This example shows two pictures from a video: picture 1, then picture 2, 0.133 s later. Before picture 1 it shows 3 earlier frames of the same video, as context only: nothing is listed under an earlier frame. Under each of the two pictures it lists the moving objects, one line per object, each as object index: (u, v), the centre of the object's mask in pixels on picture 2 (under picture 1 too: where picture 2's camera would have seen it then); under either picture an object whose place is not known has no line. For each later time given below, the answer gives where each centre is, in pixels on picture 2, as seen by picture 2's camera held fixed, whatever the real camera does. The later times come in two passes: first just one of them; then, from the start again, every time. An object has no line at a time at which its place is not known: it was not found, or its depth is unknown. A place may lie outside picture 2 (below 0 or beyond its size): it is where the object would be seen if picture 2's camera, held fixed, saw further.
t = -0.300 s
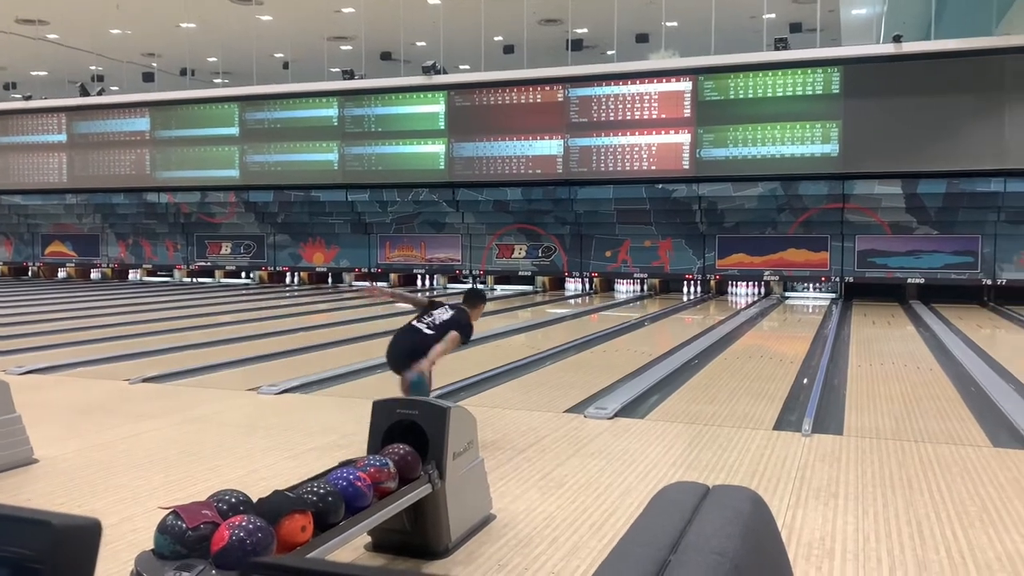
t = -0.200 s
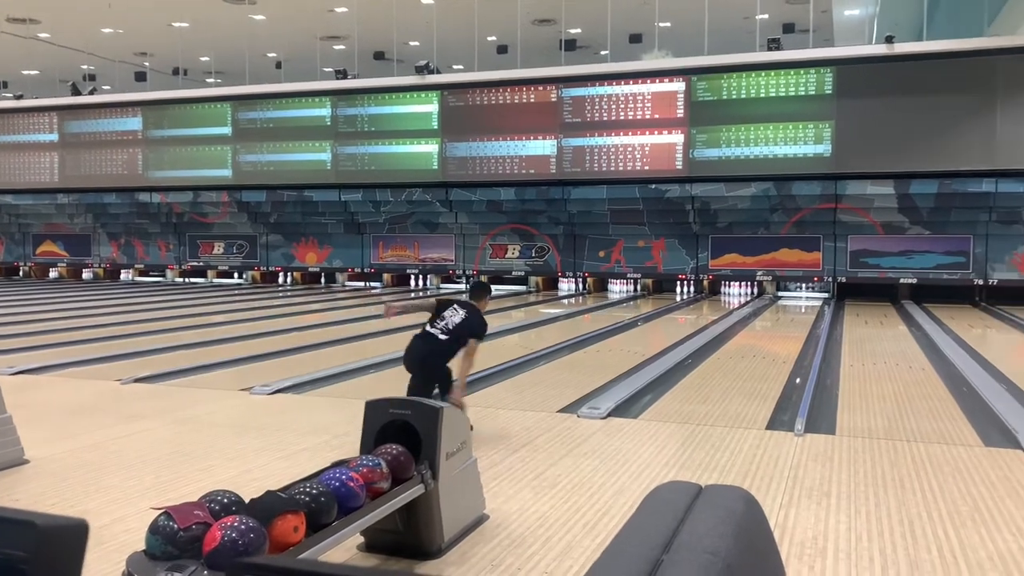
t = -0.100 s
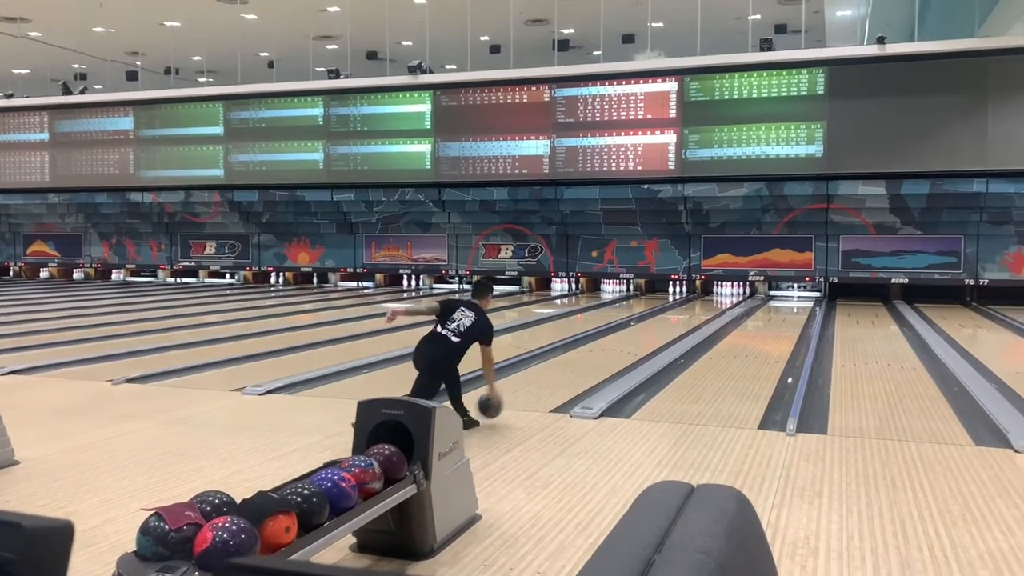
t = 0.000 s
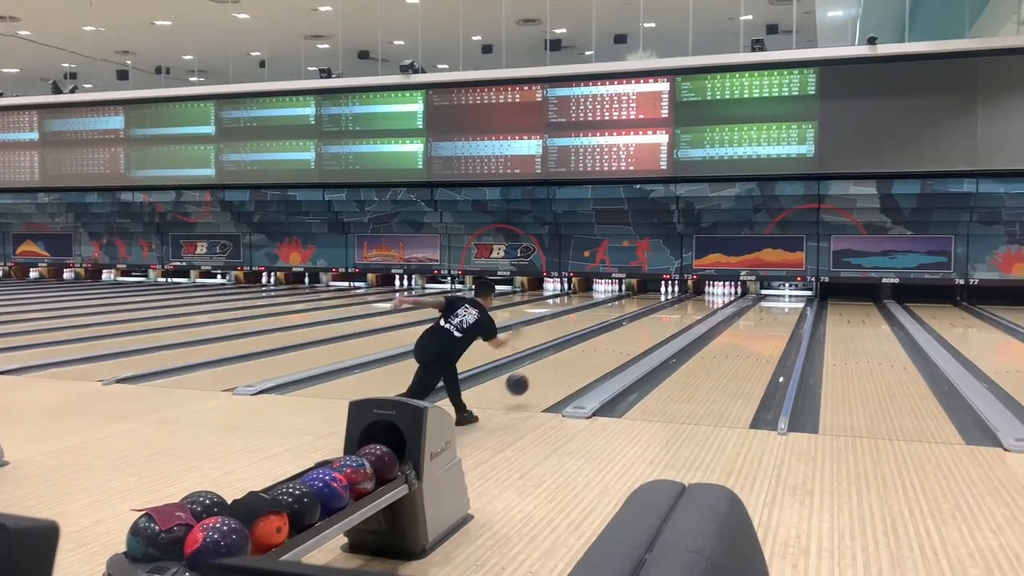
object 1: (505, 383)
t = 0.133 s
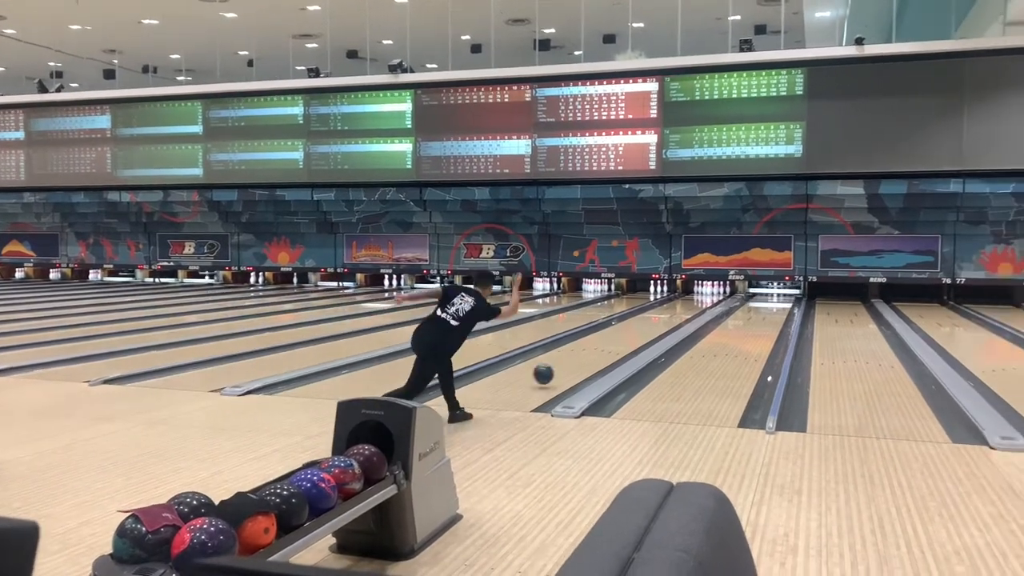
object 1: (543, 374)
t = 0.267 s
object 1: (573, 364)
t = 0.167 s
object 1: (551, 374)
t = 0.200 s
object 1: (559, 370)
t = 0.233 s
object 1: (566, 367)
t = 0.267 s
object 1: (573, 364)
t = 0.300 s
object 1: (579, 361)
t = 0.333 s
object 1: (585, 358)
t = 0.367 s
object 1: (591, 355)
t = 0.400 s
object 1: (596, 352)
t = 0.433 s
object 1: (601, 350)
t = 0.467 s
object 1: (606, 348)
